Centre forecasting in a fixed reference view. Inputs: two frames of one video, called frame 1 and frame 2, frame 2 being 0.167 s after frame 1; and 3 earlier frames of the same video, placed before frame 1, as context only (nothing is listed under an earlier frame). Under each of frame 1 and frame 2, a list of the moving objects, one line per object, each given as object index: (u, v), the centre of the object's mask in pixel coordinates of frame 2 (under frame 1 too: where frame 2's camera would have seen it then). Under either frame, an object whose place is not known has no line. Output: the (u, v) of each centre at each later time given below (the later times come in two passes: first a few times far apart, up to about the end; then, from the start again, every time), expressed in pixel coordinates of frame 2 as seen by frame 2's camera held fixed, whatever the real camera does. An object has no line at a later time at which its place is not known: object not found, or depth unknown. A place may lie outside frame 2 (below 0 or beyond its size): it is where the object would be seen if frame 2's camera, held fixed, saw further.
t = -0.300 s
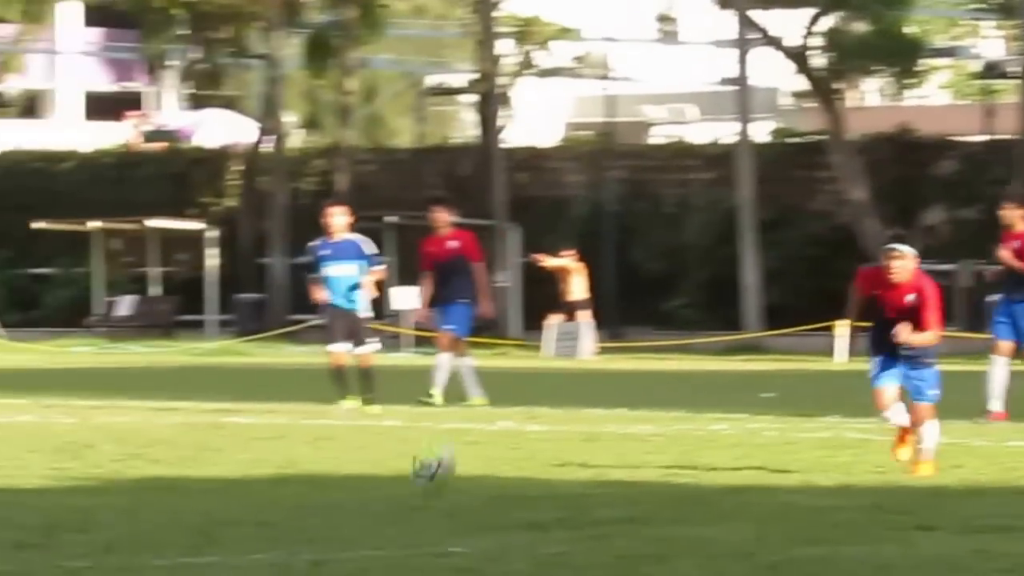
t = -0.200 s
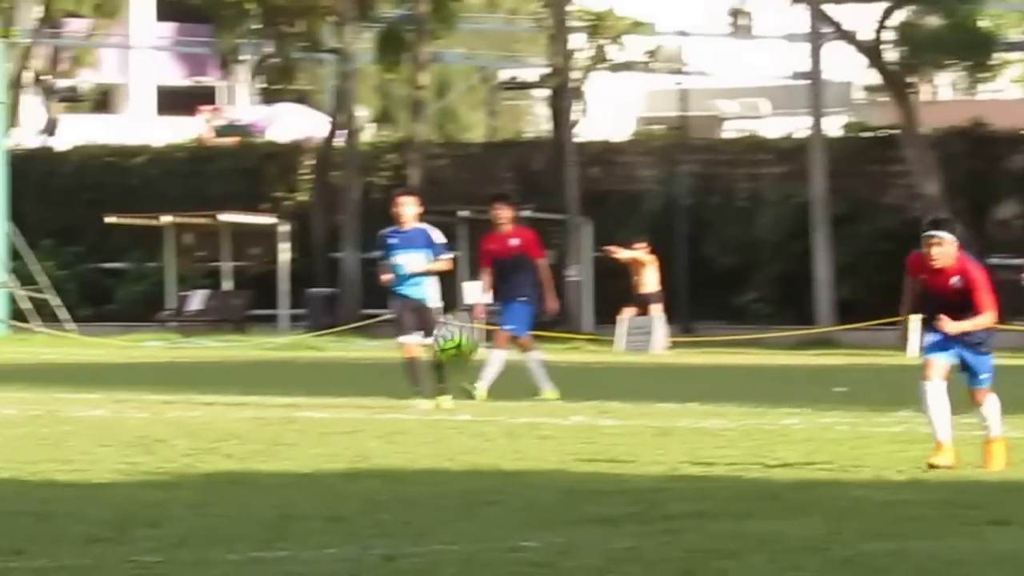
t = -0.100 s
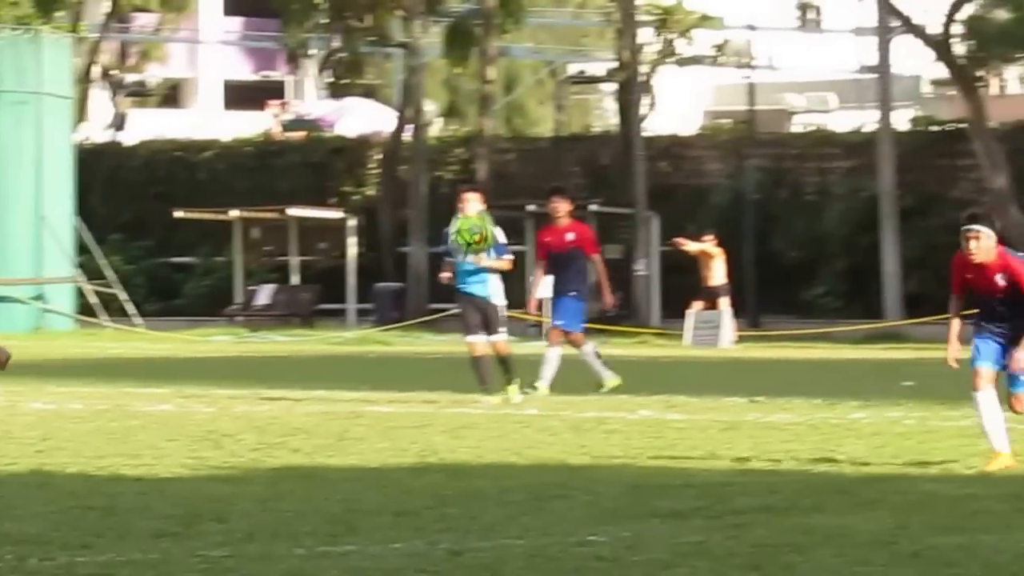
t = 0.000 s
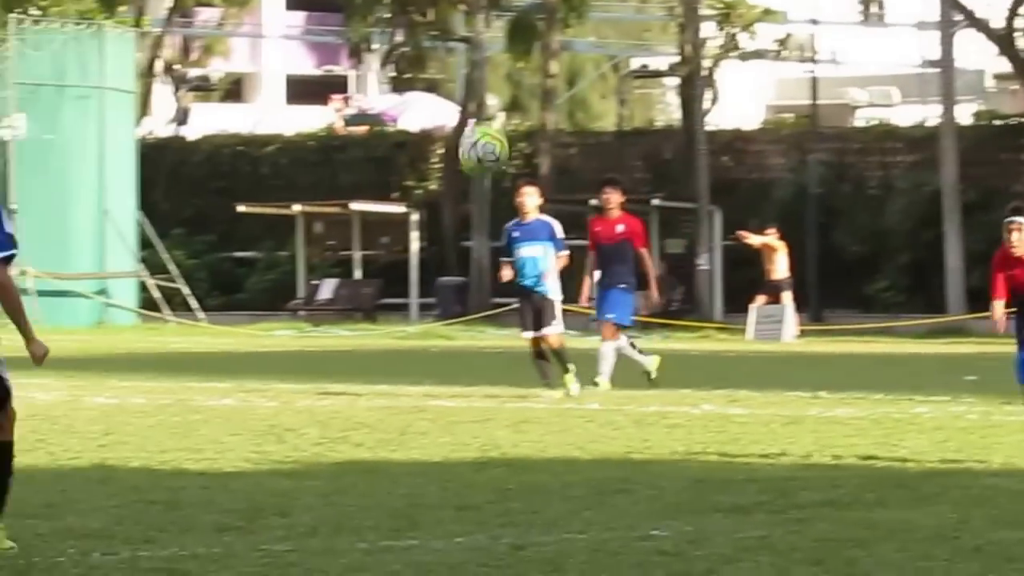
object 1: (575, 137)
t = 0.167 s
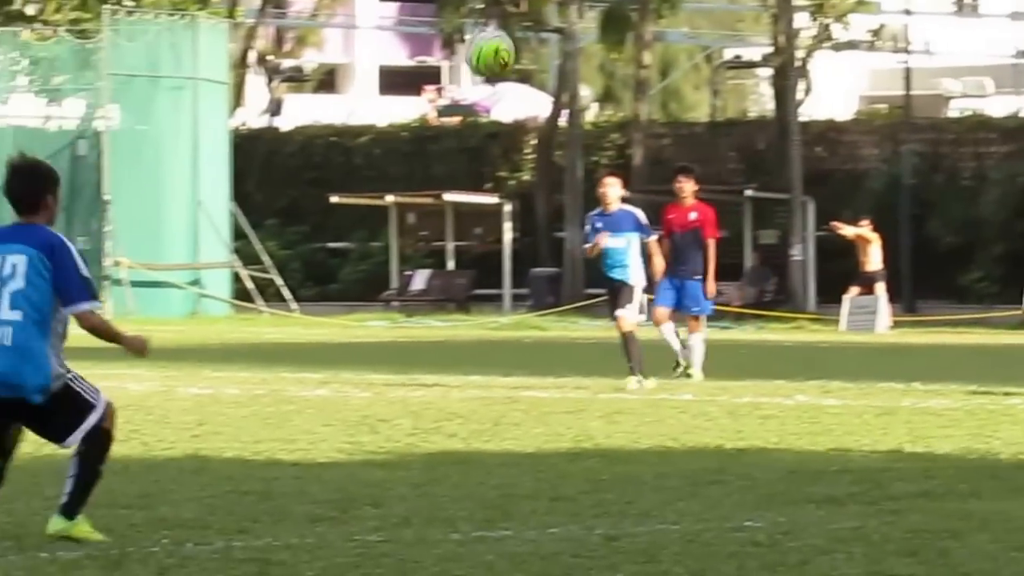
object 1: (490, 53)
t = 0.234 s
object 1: (453, 35)
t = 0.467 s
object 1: (323, 55)
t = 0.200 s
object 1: (471, 42)
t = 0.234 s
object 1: (453, 35)
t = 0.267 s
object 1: (436, 31)
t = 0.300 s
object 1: (418, 30)
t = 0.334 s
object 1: (400, 30)
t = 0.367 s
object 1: (380, 32)
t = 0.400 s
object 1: (362, 37)
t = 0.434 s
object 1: (344, 45)
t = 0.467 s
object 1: (323, 55)
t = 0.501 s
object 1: (305, 69)
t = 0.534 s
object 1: (287, 85)
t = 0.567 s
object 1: (267, 106)
